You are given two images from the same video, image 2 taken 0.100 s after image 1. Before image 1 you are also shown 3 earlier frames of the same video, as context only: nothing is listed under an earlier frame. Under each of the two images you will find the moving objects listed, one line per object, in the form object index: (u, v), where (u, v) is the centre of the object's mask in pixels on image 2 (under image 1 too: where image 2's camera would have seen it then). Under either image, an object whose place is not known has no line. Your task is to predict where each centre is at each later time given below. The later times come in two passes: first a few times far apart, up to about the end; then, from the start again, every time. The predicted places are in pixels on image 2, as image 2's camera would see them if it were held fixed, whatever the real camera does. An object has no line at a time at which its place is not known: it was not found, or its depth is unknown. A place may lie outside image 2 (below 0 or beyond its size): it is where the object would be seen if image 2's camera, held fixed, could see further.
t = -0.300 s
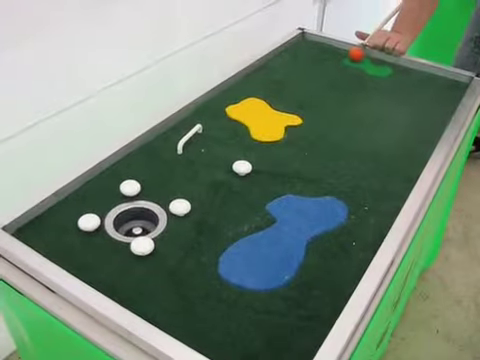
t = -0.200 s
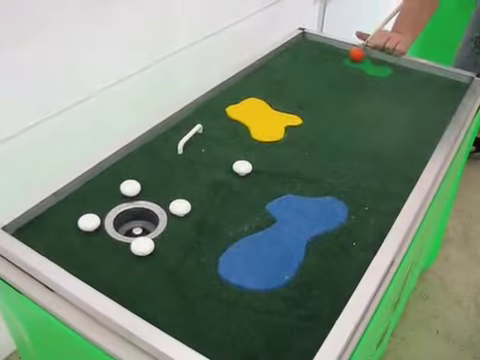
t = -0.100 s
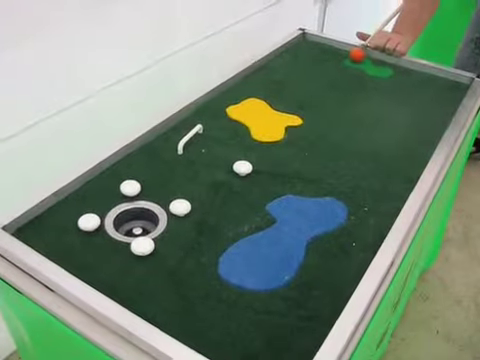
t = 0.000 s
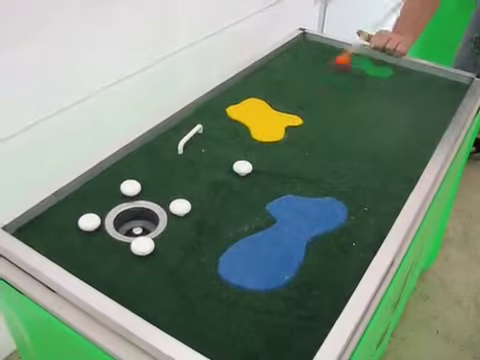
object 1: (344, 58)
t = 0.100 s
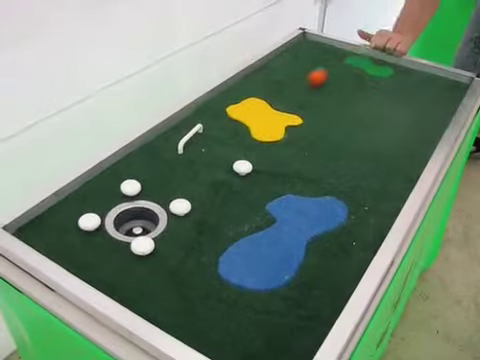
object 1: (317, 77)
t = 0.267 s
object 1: (275, 103)
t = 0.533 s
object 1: (206, 147)
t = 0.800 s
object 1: (156, 196)
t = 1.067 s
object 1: (144, 218)
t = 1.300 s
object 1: (134, 215)
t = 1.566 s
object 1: (126, 222)
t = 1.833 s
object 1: (128, 226)
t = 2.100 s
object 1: (131, 227)
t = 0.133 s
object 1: (309, 83)
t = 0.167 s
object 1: (301, 87)
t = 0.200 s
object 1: (292, 92)
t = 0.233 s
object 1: (284, 97)
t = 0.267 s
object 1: (275, 103)
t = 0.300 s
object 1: (268, 106)
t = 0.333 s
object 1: (258, 114)
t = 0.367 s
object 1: (248, 118)
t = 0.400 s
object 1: (241, 125)
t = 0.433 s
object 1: (233, 131)
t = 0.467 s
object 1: (224, 136)
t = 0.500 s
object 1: (215, 141)
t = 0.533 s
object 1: (206, 147)
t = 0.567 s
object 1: (197, 153)
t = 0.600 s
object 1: (189, 159)
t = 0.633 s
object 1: (178, 165)
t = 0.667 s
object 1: (170, 172)
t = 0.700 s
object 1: (160, 178)
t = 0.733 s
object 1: (153, 184)
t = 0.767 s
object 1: (153, 190)
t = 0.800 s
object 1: (156, 196)
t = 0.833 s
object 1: (157, 204)
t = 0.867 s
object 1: (154, 213)
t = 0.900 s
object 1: (152, 220)
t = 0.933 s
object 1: (149, 222)
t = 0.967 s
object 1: (148, 218)
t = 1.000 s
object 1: (148, 218)
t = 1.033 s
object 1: (145, 217)
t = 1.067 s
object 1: (144, 218)
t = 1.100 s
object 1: (143, 216)
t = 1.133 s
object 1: (142, 216)
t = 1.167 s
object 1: (140, 215)
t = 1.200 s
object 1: (138, 215)
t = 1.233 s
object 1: (136, 214)
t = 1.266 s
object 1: (135, 214)
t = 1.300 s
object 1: (134, 215)
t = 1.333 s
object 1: (132, 215)
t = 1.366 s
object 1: (132, 215)
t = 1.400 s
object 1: (130, 216)
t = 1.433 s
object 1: (130, 217)
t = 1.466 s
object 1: (127, 218)
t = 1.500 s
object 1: (126, 220)
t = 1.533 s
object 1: (126, 221)
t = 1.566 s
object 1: (126, 222)
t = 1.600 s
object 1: (126, 222)
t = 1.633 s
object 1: (126, 223)
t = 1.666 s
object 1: (126, 223)
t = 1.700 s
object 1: (126, 223)
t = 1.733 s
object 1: (126, 223)
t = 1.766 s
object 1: (127, 225)
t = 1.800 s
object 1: (128, 226)
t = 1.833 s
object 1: (128, 226)
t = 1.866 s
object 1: (129, 226)
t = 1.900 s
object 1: (130, 226)
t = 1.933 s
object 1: (131, 227)
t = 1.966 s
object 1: (131, 227)
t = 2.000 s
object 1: (131, 227)
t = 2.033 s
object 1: (131, 227)
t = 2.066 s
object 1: (131, 227)
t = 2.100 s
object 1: (131, 227)
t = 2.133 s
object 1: (132, 227)
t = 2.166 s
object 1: (132, 227)
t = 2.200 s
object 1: (132, 227)
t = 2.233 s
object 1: (132, 227)
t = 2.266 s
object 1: (132, 227)
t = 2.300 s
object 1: (132, 227)
